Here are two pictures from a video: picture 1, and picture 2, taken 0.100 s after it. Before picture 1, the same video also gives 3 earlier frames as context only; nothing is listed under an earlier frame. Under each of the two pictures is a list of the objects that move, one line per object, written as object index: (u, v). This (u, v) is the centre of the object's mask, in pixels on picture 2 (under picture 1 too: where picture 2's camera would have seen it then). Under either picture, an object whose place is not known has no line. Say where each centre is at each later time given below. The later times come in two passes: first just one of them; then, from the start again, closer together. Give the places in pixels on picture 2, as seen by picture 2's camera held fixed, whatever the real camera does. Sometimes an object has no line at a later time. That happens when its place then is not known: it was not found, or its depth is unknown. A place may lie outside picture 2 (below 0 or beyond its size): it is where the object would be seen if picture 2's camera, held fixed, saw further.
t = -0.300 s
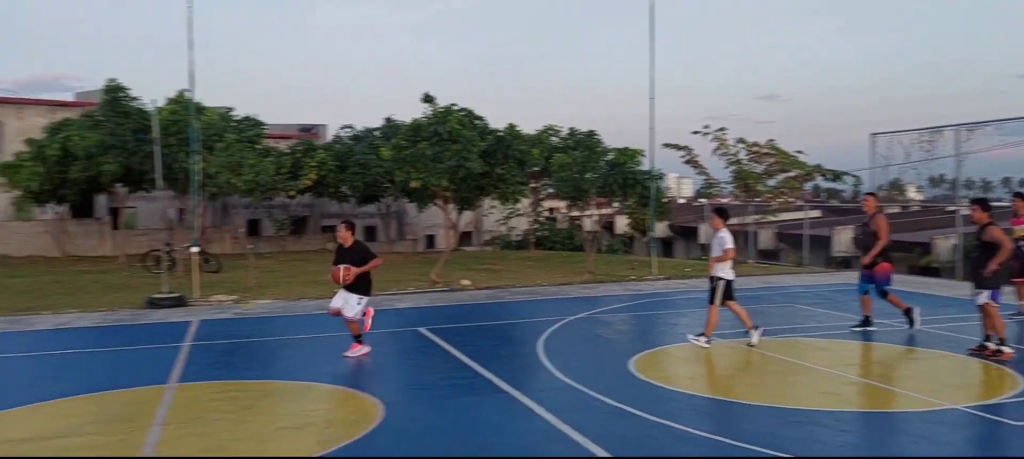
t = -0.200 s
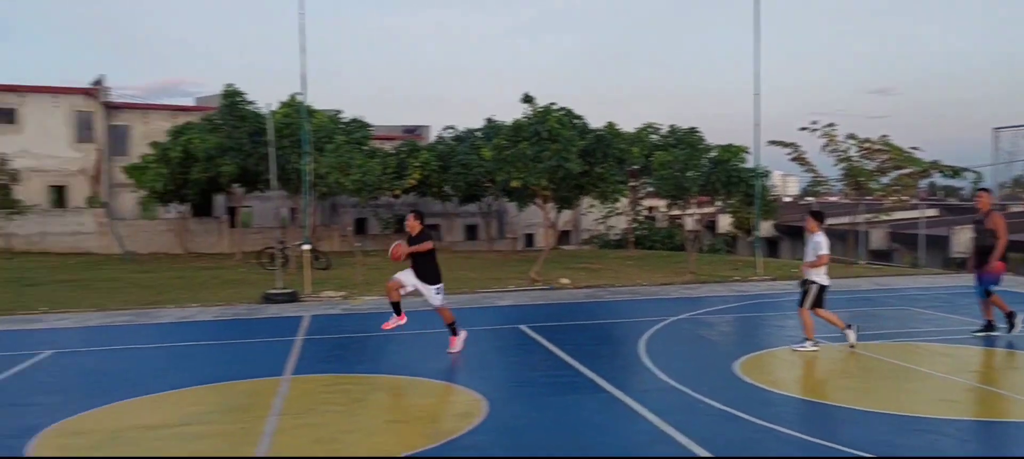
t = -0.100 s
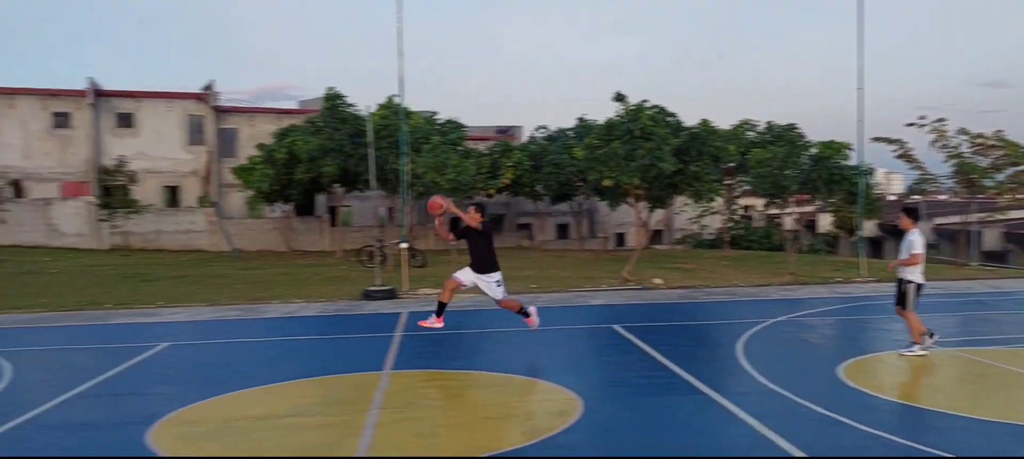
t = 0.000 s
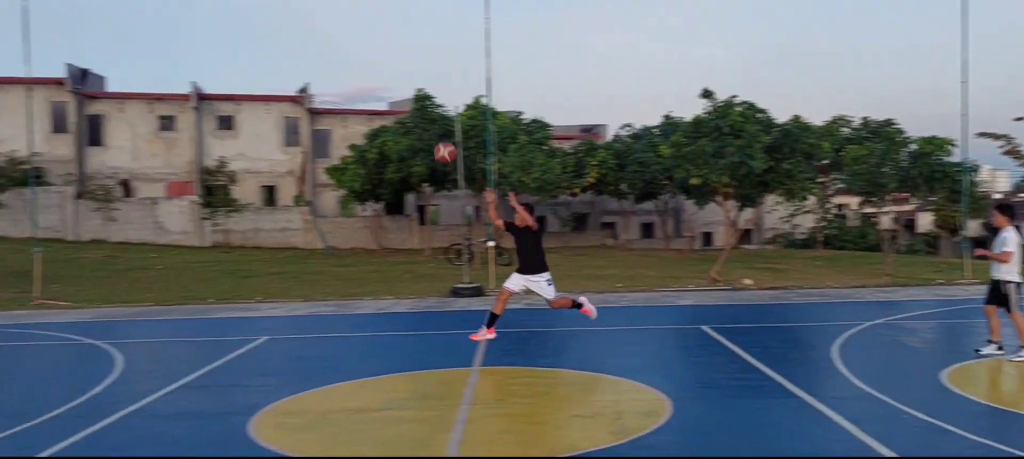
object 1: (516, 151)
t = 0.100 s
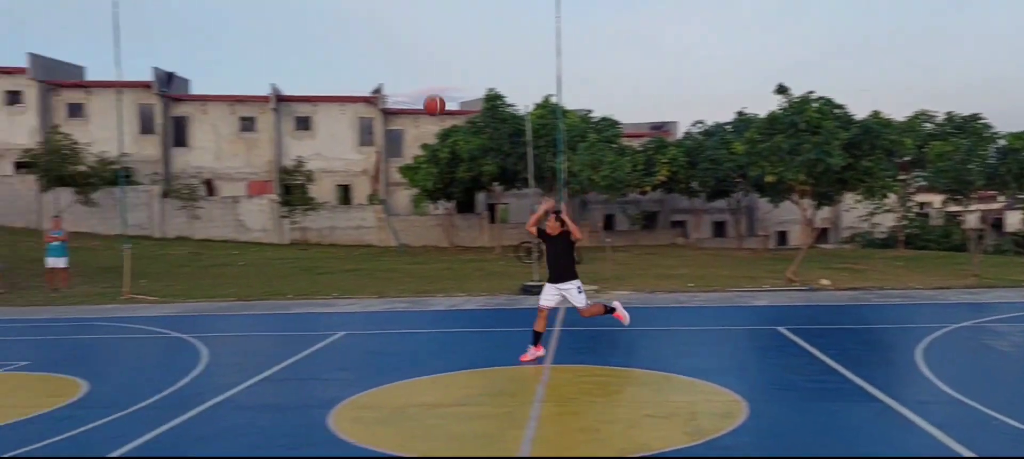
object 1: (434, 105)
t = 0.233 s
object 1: (323, 54)
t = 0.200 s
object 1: (351, 65)
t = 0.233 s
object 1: (323, 54)
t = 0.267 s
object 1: (295, 43)
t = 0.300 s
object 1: (267, 33)
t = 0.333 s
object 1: (238, 23)
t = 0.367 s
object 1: (209, 15)
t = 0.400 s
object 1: (180, 8)
